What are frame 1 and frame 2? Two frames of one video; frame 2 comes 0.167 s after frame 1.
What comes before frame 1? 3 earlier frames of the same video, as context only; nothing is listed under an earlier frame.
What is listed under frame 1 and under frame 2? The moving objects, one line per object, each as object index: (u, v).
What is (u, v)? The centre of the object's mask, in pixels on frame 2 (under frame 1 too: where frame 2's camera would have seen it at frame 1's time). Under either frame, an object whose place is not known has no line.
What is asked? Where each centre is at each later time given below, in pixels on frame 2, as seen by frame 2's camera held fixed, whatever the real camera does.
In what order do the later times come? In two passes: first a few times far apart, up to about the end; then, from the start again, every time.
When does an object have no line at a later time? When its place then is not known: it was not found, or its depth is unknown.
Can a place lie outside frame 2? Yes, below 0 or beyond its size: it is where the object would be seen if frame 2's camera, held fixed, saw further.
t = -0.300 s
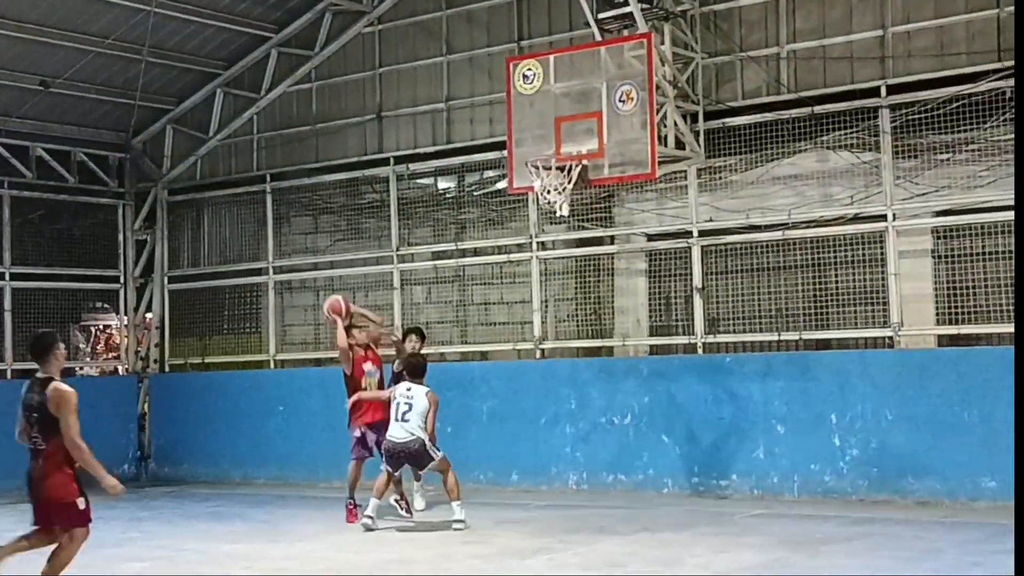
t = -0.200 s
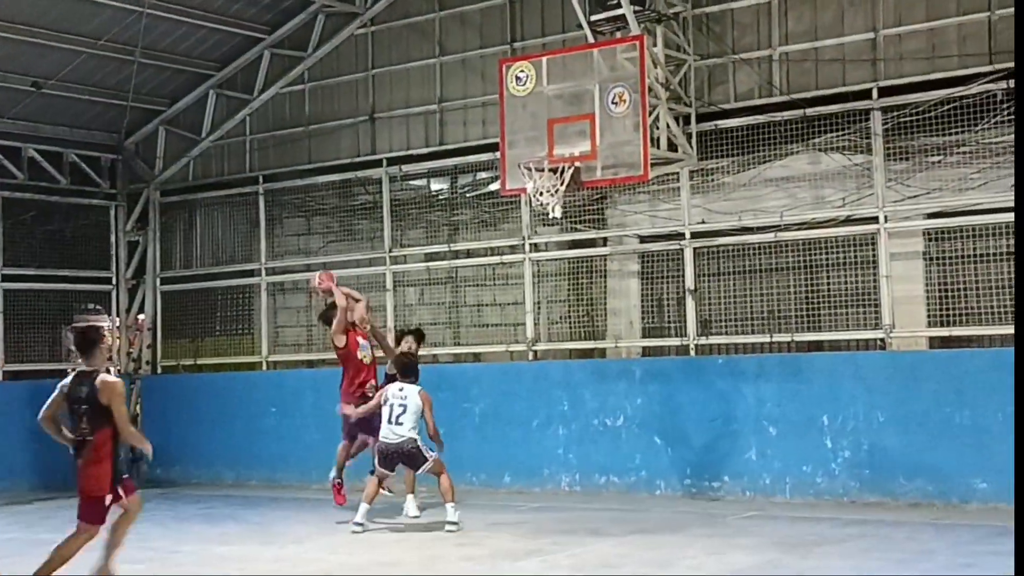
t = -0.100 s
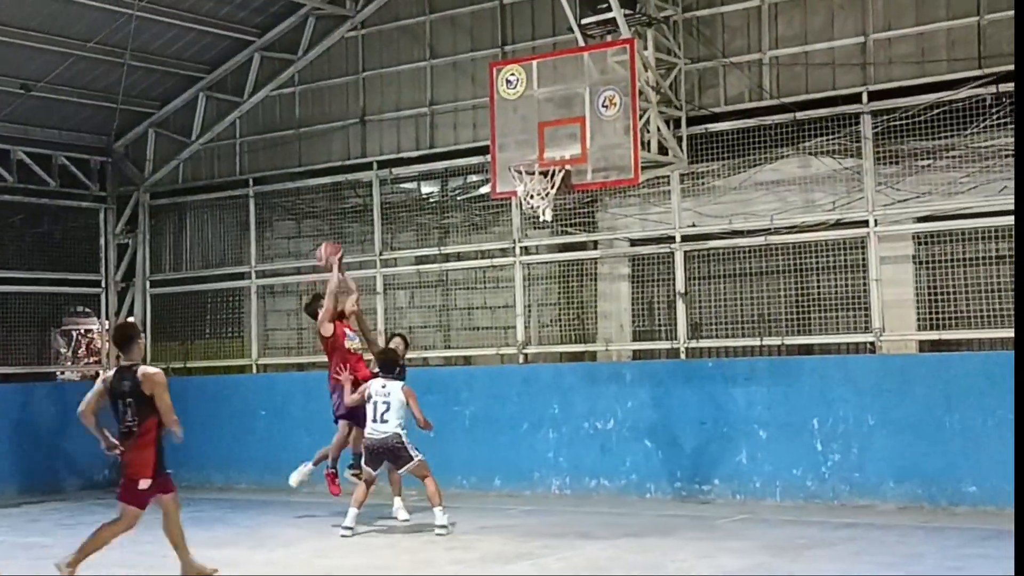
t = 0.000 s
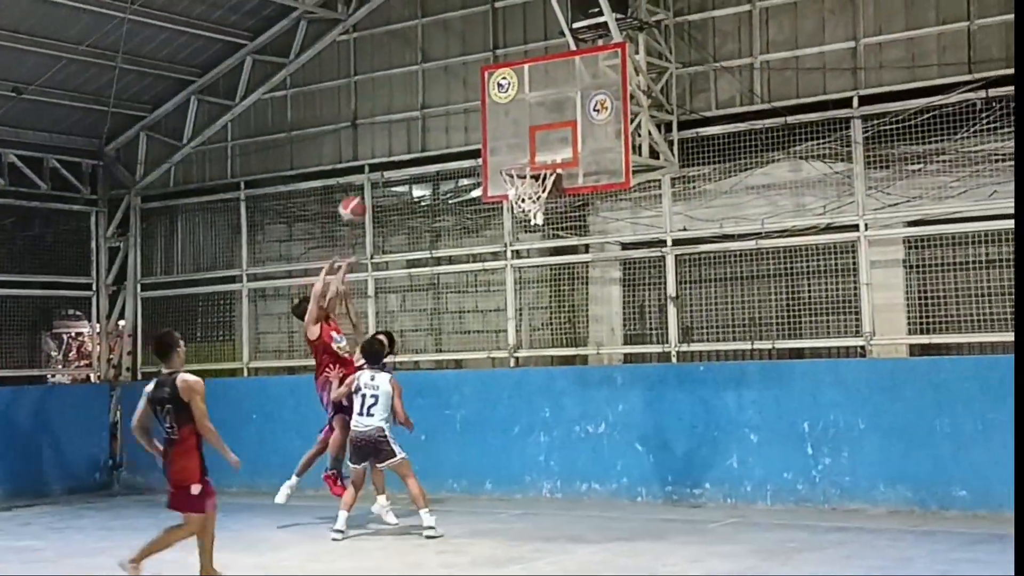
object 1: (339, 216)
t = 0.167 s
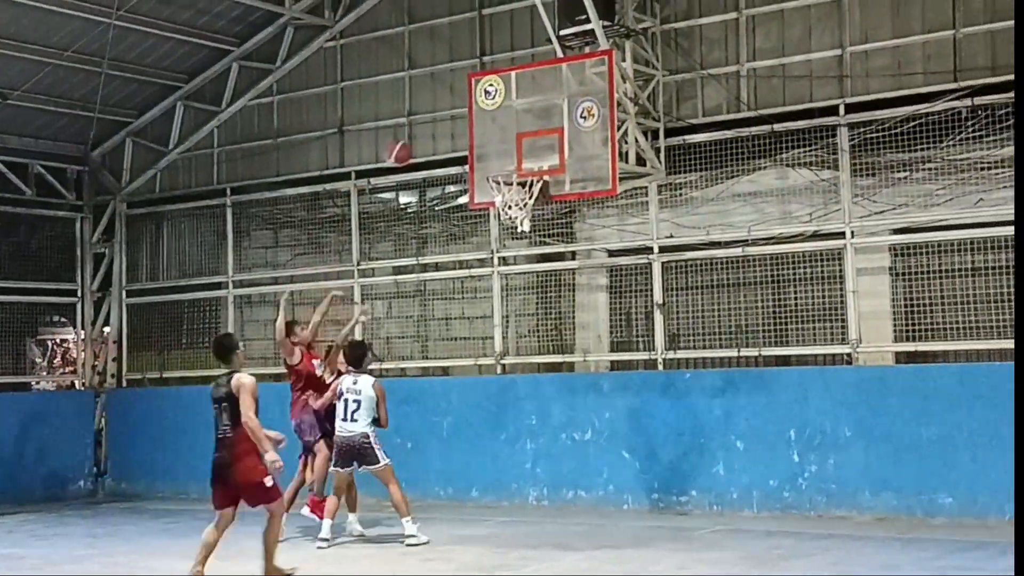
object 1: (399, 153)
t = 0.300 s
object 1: (445, 125)
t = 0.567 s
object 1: (511, 124)
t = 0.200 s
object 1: (412, 145)
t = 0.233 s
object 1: (420, 138)
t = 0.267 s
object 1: (432, 131)
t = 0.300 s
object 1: (445, 125)
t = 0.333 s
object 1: (457, 121)
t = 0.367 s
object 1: (467, 119)
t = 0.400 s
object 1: (479, 117)
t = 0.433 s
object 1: (491, 116)
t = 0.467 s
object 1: (507, 118)
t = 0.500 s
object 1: (508, 118)
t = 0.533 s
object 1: (510, 120)
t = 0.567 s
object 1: (511, 124)
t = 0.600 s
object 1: (514, 128)
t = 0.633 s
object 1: (516, 134)
